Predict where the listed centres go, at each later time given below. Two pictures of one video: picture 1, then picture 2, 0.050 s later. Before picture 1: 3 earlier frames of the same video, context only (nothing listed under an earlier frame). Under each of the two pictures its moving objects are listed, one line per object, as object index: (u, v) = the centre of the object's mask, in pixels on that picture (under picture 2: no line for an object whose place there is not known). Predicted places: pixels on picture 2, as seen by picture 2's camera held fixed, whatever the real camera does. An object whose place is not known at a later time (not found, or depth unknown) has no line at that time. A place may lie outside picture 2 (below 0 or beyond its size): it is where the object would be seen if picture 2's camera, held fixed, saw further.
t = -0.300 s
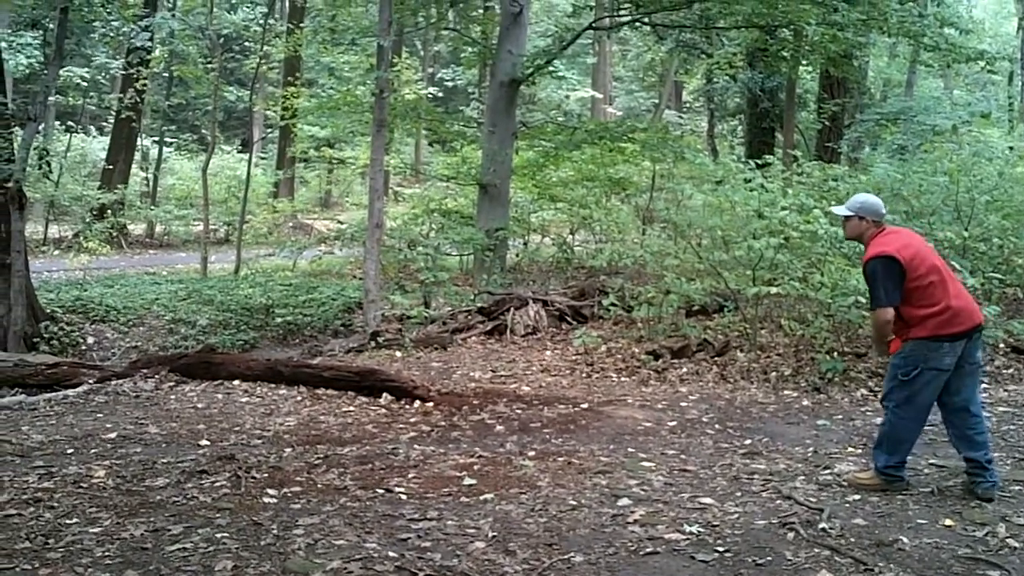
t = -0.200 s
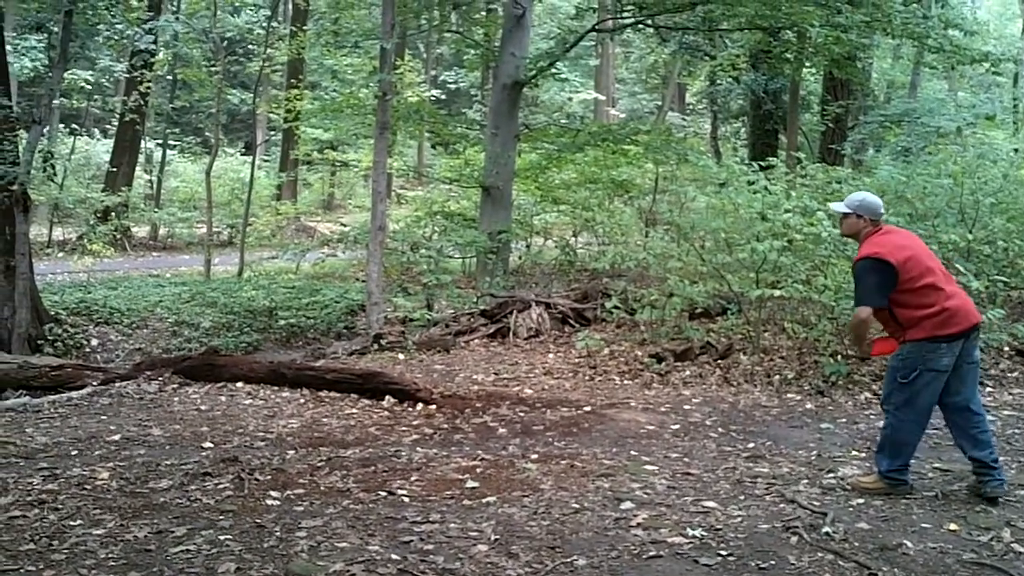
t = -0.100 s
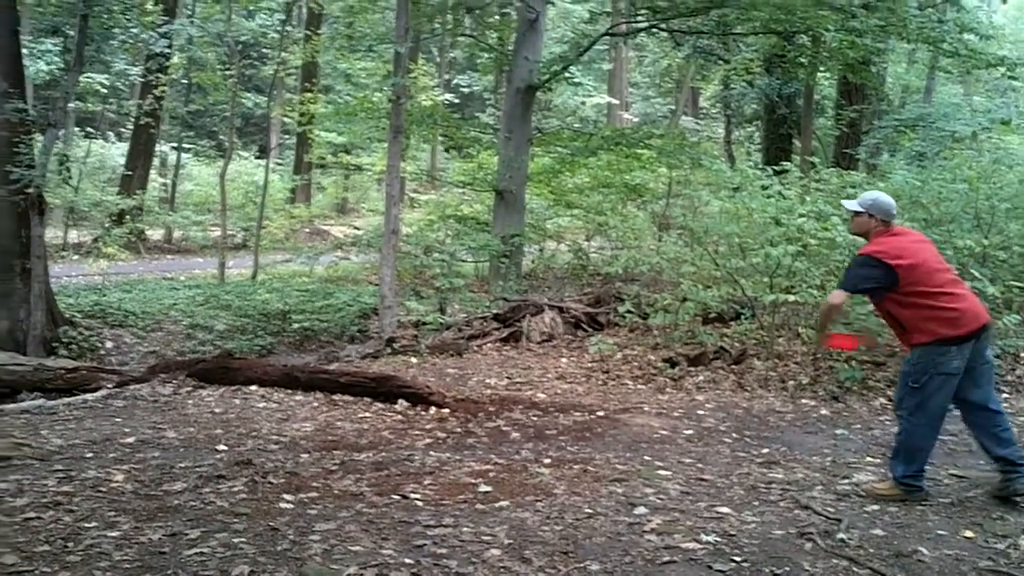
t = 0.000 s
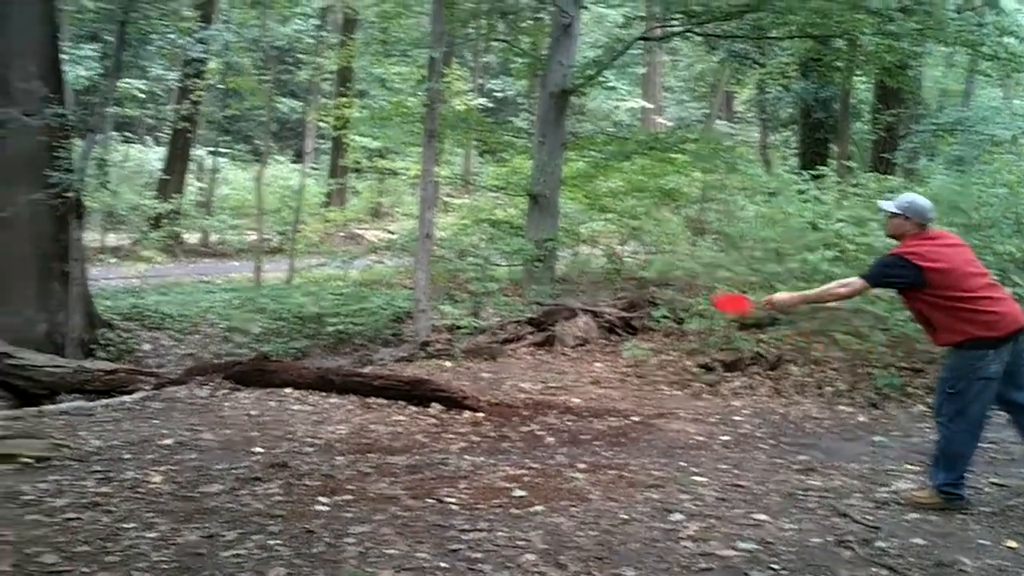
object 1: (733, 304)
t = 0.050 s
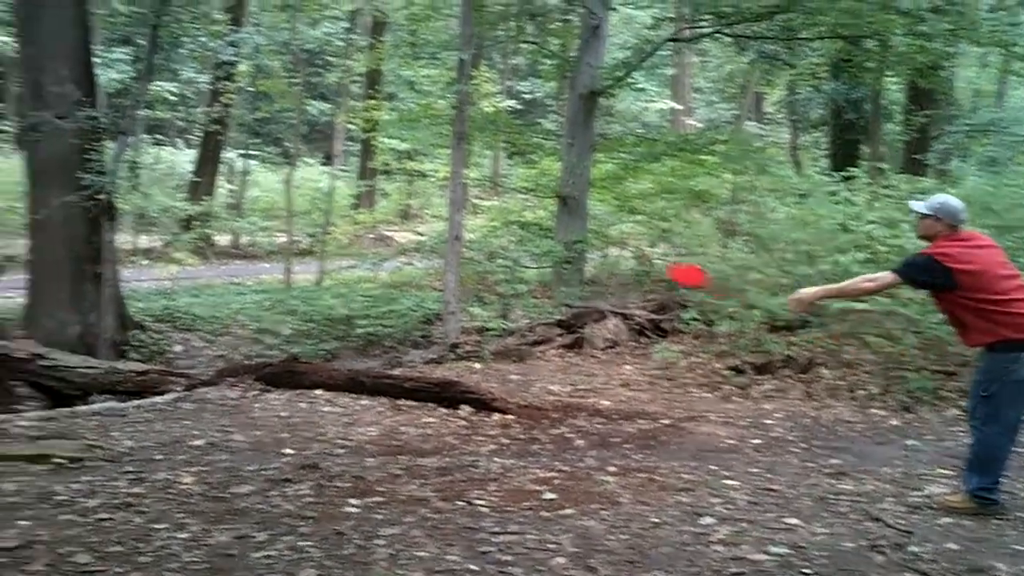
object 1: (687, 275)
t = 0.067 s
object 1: (663, 266)
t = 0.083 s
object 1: (639, 255)
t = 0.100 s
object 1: (615, 247)
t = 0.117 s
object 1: (591, 239)
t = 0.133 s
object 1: (567, 232)
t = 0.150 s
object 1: (541, 225)
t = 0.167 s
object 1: (517, 218)
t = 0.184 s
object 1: (493, 211)
